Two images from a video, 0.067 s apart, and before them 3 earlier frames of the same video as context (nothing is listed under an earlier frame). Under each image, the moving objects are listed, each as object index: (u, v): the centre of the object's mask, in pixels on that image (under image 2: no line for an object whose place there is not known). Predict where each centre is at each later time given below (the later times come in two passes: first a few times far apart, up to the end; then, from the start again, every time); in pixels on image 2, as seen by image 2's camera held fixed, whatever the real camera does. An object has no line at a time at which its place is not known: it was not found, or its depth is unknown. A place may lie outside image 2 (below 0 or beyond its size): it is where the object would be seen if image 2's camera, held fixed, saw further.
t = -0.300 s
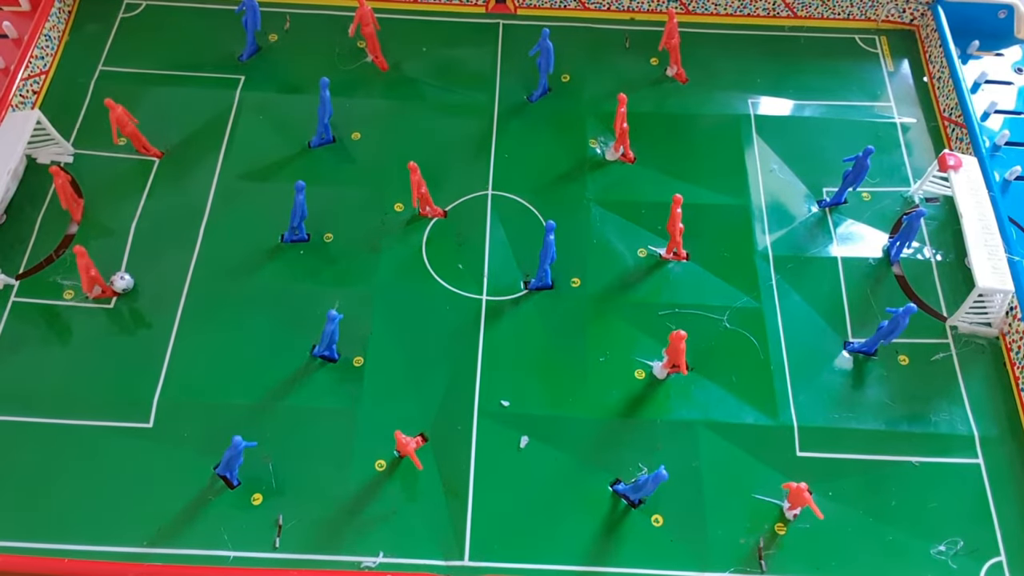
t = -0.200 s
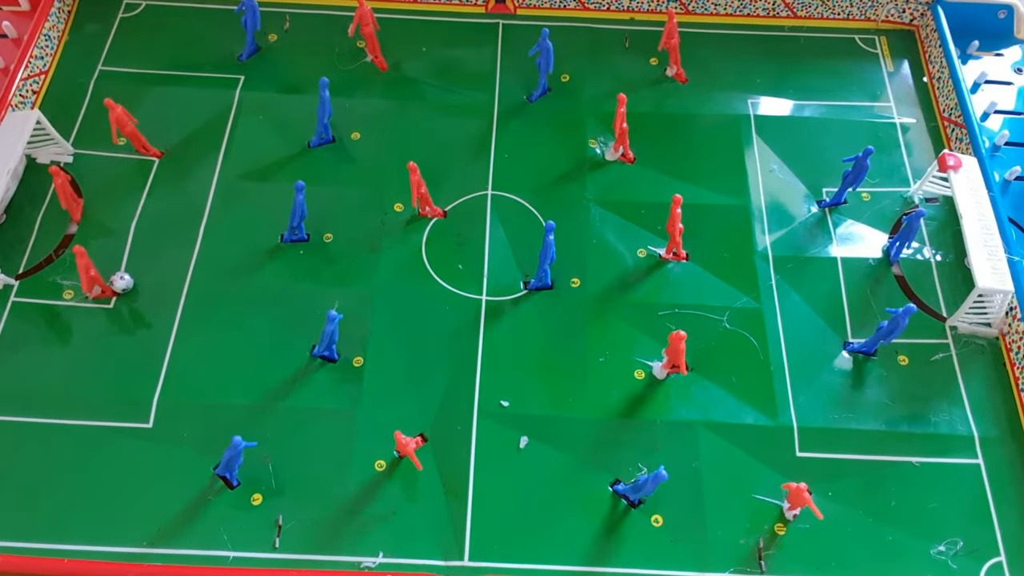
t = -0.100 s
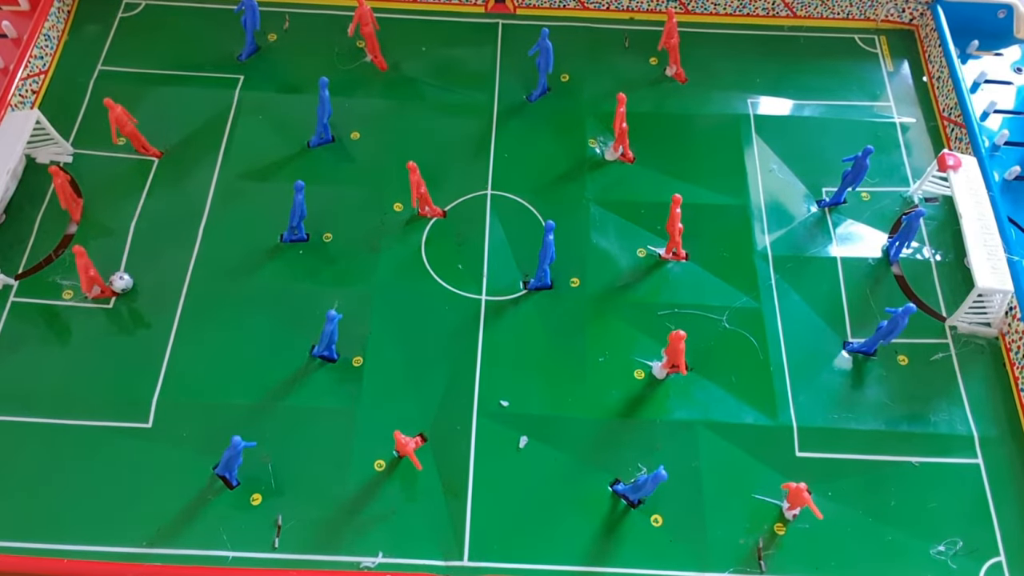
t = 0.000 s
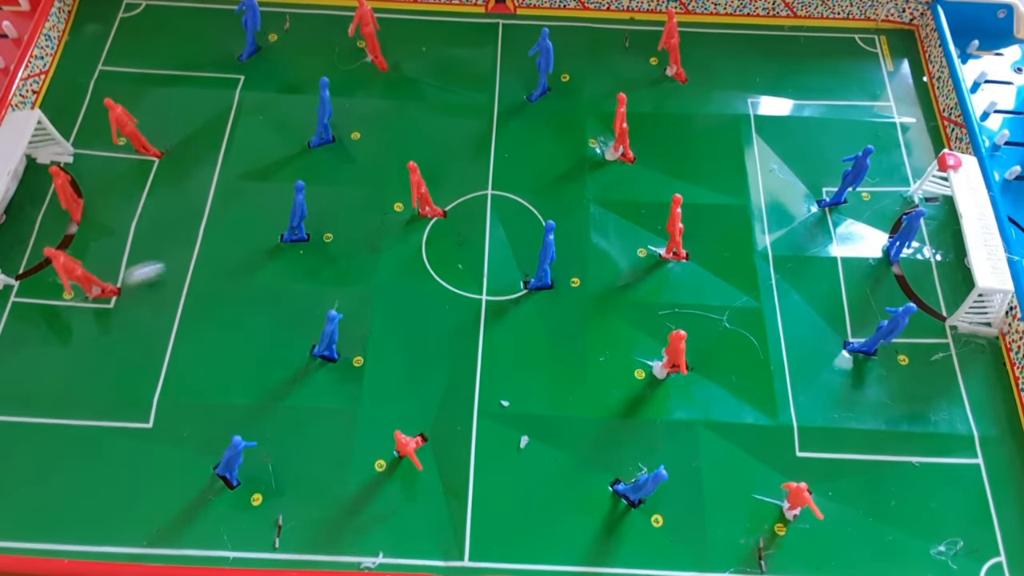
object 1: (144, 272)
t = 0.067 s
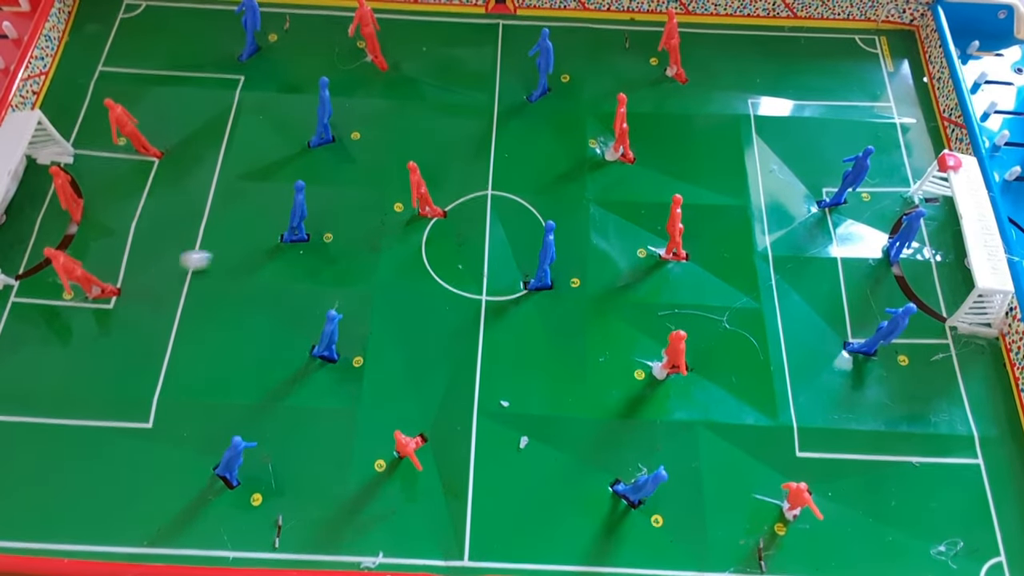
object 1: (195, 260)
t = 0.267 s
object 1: (306, 251)
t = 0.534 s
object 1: (373, 247)
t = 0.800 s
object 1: (410, 239)
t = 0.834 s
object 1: (424, 238)
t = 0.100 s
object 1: (216, 255)
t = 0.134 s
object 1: (237, 251)
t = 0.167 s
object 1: (261, 247)
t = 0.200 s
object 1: (281, 244)
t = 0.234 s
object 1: (294, 249)
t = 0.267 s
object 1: (306, 251)
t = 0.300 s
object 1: (318, 251)
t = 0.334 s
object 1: (330, 251)
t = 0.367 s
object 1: (340, 251)
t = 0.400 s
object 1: (349, 250)
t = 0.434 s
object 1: (356, 249)
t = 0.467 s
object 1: (363, 248)
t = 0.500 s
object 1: (369, 248)
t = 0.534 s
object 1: (373, 247)
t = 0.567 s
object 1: (376, 245)
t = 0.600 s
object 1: (379, 244)
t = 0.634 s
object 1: (381, 243)
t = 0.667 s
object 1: (382, 241)
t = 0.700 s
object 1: (385, 240)
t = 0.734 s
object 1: (391, 239)
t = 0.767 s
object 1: (399, 239)
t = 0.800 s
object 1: (410, 239)
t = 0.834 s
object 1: (424, 238)
